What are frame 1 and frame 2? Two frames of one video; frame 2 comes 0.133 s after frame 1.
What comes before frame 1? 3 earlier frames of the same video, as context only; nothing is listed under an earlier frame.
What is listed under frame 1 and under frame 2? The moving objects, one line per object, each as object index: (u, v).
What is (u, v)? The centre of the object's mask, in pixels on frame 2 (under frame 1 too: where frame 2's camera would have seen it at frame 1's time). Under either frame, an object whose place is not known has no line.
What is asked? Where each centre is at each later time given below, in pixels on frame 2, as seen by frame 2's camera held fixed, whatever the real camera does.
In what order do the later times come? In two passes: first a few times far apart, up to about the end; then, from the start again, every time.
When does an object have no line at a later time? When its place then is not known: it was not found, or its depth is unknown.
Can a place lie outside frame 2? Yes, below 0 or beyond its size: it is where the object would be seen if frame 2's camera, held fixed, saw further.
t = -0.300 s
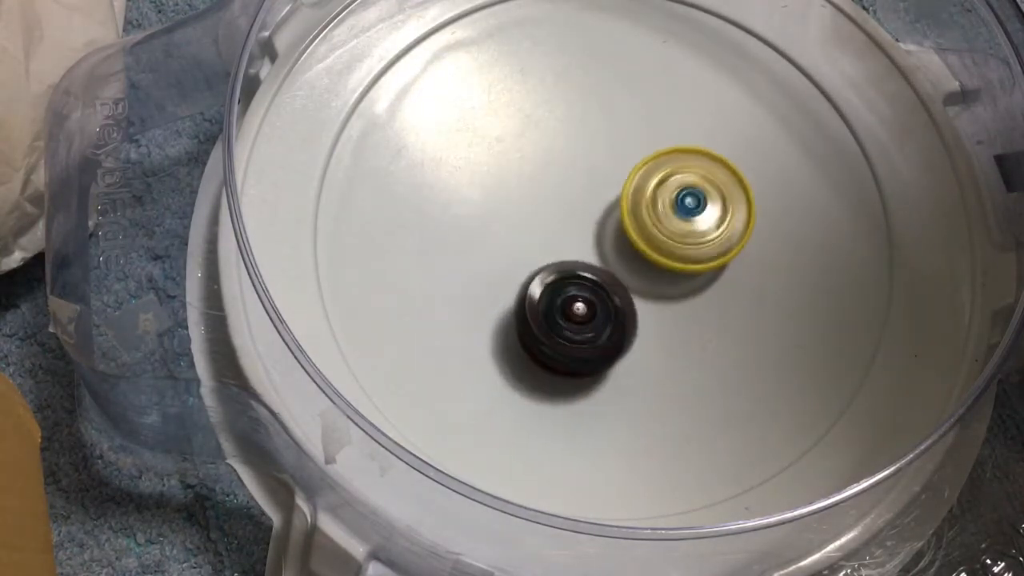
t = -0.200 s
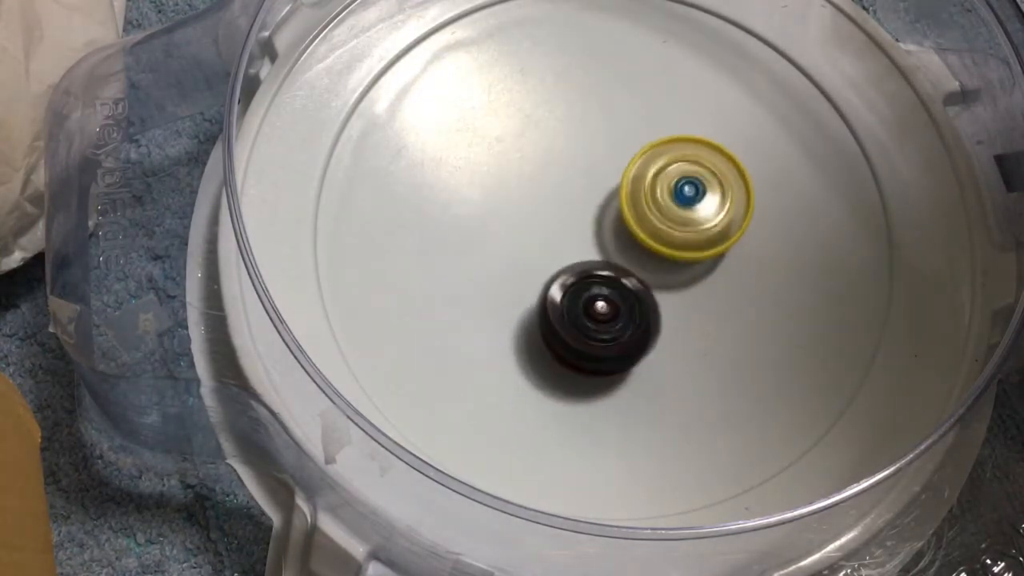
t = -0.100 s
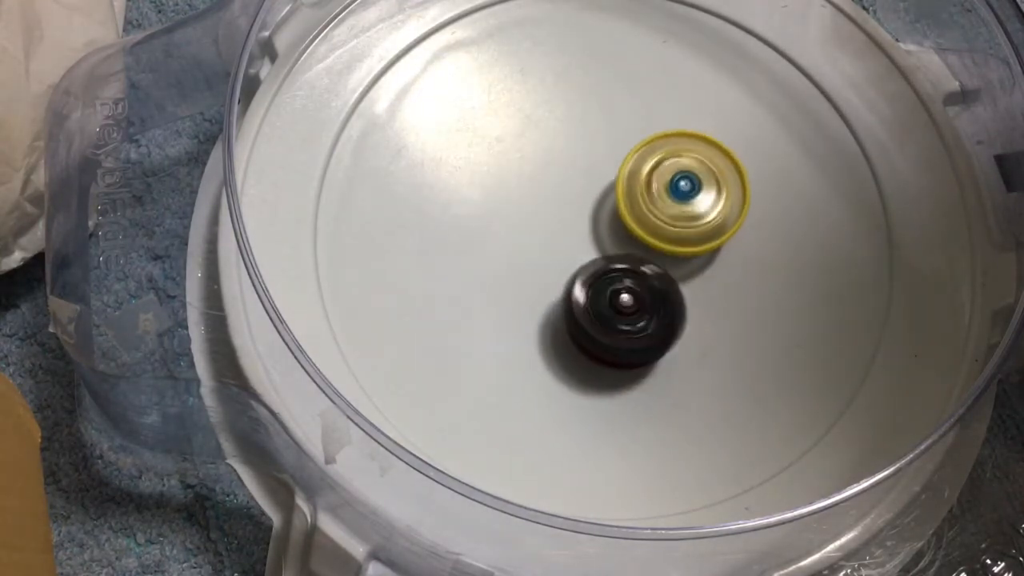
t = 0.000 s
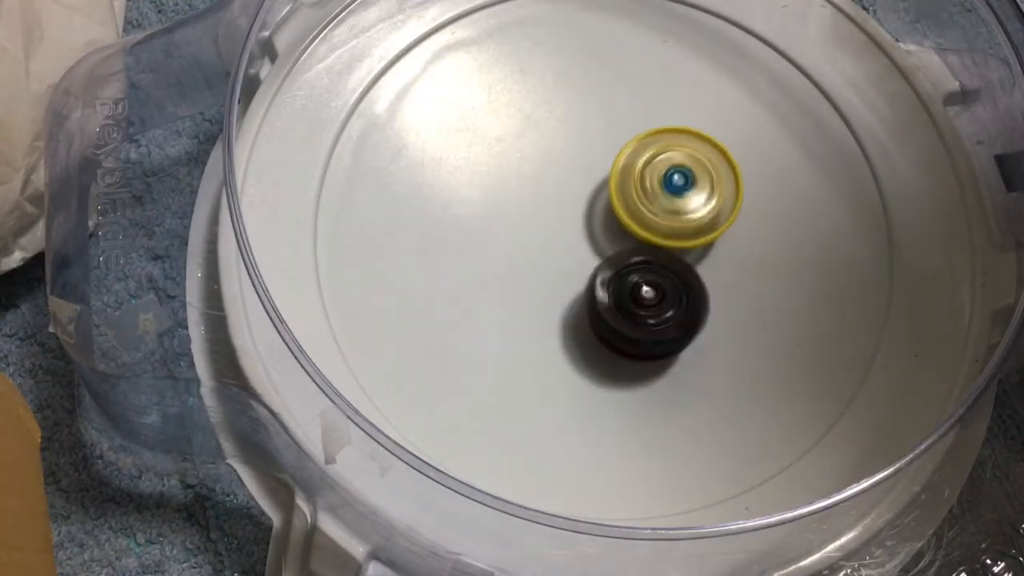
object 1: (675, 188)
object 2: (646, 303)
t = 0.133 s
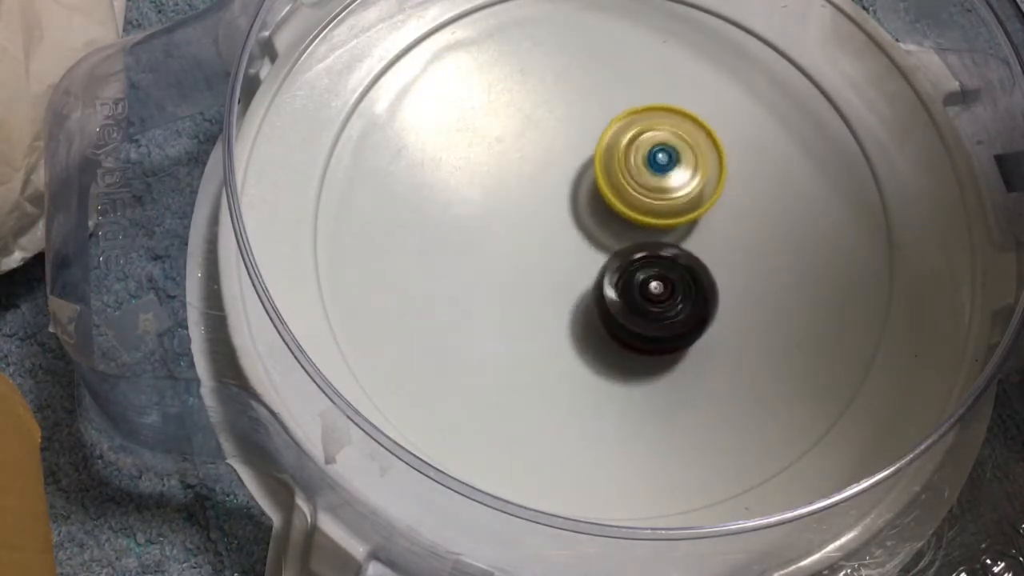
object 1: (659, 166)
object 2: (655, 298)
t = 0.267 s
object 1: (638, 149)
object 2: (667, 287)
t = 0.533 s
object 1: (600, 144)
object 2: (672, 246)
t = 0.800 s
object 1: (559, 151)
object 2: (664, 225)
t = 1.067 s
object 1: (528, 176)
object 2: (652, 225)
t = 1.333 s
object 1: (496, 195)
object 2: (663, 243)
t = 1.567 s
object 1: (514, 208)
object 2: (643, 238)
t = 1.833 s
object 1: (505, 219)
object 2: (670, 256)
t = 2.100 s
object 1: (523, 219)
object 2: (688, 253)
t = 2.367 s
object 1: (541, 216)
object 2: (698, 243)
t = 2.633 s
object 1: (549, 218)
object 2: (689, 230)
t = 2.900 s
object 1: (543, 220)
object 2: (687, 223)
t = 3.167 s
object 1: (524, 231)
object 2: (685, 222)
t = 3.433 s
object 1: (527, 235)
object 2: (665, 219)
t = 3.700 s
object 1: (513, 238)
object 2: (676, 221)
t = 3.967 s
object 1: (531, 235)
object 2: (663, 222)
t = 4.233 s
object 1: (541, 242)
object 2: (685, 215)
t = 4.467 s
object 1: (559, 246)
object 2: (683, 206)
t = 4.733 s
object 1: (561, 258)
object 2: (673, 194)
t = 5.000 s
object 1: (542, 276)
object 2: (660, 180)
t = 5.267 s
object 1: (534, 274)
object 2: (630, 177)
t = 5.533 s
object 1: (532, 284)
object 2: (628, 187)
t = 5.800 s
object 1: (531, 290)
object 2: (633, 195)
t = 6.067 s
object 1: (545, 282)
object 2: (640, 200)
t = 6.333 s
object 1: (555, 275)
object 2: (654, 195)
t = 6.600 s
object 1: (566, 271)
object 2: (660, 187)
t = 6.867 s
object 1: (561, 278)
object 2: (664, 173)
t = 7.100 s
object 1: (566, 272)
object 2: (646, 174)
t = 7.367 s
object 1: (564, 292)
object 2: (641, 171)
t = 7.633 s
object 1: (562, 296)
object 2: (630, 175)
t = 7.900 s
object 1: (569, 296)
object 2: (632, 178)
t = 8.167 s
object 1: (584, 287)
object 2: (634, 173)
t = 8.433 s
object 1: (594, 291)
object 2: (632, 166)
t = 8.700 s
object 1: (600, 291)
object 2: (626, 172)
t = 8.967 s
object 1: (598, 300)
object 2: (620, 175)
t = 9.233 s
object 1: (592, 306)
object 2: (619, 172)
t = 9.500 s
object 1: (589, 298)
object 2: (616, 166)
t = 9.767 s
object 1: (595, 288)
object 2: (614, 165)
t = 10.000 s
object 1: (603, 287)
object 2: (611, 165)
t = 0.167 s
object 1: (654, 165)
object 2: (658, 291)
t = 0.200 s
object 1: (650, 166)
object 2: (661, 284)
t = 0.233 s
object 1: (644, 156)
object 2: (665, 287)
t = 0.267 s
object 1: (638, 149)
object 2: (667, 287)
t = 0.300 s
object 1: (632, 146)
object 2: (667, 284)
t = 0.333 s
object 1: (625, 144)
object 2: (667, 279)
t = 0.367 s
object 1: (620, 144)
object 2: (668, 273)
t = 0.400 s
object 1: (616, 144)
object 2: (669, 266)
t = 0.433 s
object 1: (613, 145)
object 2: (669, 259)
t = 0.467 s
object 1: (610, 147)
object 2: (670, 253)
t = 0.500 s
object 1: (605, 146)
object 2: (672, 249)
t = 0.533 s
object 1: (600, 144)
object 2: (672, 246)
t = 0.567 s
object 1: (595, 144)
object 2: (671, 242)
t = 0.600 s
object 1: (589, 142)
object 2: (672, 241)
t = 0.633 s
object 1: (583, 142)
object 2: (671, 239)
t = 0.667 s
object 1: (577, 143)
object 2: (670, 236)
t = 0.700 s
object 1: (572, 145)
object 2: (667, 232)
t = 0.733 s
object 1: (568, 147)
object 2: (666, 229)
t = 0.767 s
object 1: (563, 148)
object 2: (666, 227)
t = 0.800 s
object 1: (559, 151)
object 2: (664, 225)
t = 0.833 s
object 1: (555, 154)
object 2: (663, 223)
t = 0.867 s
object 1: (549, 156)
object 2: (663, 223)
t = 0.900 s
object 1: (540, 156)
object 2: (666, 224)
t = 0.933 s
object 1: (534, 159)
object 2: (666, 226)
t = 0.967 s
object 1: (530, 163)
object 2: (663, 227)
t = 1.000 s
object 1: (528, 167)
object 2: (660, 226)
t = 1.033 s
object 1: (527, 171)
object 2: (656, 226)
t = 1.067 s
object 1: (528, 176)
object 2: (652, 225)
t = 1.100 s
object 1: (525, 179)
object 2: (651, 224)
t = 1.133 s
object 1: (512, 177)
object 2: (662, 229)
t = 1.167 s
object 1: (503, 179)
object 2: (669, 233)
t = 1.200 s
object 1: (498, 182)
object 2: (672, 237)
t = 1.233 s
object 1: (495, 186)
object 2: (672, 240)
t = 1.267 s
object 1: (494, 189)
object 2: (670, 242)
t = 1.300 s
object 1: (495, 192)
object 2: (667, 243)
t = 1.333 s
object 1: (496, 195)
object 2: (663, 243)
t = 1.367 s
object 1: (499, 197)
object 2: (660, 242)
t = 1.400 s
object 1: (501, 200)
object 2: (656, 241)
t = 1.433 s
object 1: (505, 202)
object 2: (653, 240)
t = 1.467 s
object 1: (508, 204)
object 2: (649, 239)
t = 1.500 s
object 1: (512, 206)
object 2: (644, 237)
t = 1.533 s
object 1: (514, 207)
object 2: (642, 237)
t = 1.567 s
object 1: (514, 208)
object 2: (643, 238)
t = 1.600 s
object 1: (514, 209)
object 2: (645, 240)
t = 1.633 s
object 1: (515, 211)
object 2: (645, 241)
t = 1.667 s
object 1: (515, 213)
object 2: (646, 243)
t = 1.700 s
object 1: (506, 212)
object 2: (656, 246)
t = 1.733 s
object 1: (502, 212)
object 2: (664, 249)
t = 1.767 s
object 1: (501, 215)
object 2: (667, 252)
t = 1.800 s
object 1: (502, 217)
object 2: (669, 255)
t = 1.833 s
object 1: (505, 219)
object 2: (670, 256)
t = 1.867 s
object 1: (509, 221)
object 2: (669, 256)
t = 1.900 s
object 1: (515, 221)
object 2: (668, 256)
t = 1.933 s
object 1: (521, 222)
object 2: (666, 254)
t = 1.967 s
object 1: (527, 222)
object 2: (665, 253)
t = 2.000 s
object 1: (533, 223)
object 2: (664, 251)
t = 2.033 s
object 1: (528, 221)
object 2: (674, 252)
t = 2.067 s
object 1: (524, 219)
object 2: (683, 253)
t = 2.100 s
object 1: (523, 219)
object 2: (688, 253)
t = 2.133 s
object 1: (524, 220)
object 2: (691, 254)
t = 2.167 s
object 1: (528, 221)
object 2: (692, 254)
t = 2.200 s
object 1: (533, 222)
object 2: (691, 253)
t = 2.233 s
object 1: (539, 222)
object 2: (689, 251)
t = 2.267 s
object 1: (545, 222)
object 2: (686, 249)
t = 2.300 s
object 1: (551, 222)
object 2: (683, 246)
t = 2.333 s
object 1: (549, 220)
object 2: (688, 244)
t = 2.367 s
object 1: (541, 216)
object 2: (698, 243)
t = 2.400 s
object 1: (537, 215)
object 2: (702, 243)
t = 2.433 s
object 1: (535, 215)
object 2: (704, 243)
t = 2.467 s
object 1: (536, 216)
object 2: (704, 242)
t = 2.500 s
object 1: (537, 217)
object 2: (702, 240)
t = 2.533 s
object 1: (539, 217)
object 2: (699, 238)
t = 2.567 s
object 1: (542, 218)
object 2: (696, 235)
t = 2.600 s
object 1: (545, 218)
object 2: (693, 233)
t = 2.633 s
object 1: (549, 218)
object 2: (689, 230)
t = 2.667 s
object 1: (553, 218)
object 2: (686, 227)
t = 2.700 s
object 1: (549, 217)
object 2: (690, 226)
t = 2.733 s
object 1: (546, 216)
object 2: (693, 226)
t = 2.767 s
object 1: (546, 217)
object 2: (693, 226)
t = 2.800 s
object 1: (547, 219)
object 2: (690, 226)
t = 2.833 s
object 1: (550, 220)
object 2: (685, 225)
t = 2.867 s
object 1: (548, 219)
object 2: (685, 224)
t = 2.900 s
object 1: (543, 220)
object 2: (687, 223)
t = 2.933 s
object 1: (542, 222)
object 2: (686, 223)
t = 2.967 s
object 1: (542, 224)
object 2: (683, 223)
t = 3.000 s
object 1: (544, 225)
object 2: (679, 223)
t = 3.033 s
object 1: (543, 226)
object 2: (677, 222)
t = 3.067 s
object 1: (533, 226)
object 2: (685, 221)
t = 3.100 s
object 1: (527, 228)
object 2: (688, 221)
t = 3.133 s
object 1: (525, 230)
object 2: (687, 222)
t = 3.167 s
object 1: (524, 231)
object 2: (685, 222)
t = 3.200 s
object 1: (525, 232)
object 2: (681, 222)
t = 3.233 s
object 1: (526, 233)
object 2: (677, 221)
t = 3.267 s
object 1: (528, 233)
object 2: (672, 221)
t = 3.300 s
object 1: (531, 233)
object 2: (668, 220)
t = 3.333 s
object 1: (532, 232)
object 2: (663, 219)
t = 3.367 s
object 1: (528, 233)
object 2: (666, 218)
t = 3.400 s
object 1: (526, 234)
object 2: (666, 218)
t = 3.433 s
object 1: (527, 235)
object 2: (665, 219)
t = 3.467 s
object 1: (530, 235)
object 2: (662, 220)
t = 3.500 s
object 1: (529, 235)
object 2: (661, 220)
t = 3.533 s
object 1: (527, 236)
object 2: (664, 220)
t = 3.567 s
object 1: (527, 237)
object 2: (664, 221)
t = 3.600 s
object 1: (529, 237)
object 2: (662, 222)
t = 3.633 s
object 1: (529, 237)
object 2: (661, 222)
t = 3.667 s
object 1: (519, 237)
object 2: (670, 221)
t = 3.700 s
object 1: (513, 238)
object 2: (676, 221)
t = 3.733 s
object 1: (511, 239)
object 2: (679, 222)
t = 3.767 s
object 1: (511, 240)
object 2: (680, 223)
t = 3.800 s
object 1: (512, 240)
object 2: (678, 224)
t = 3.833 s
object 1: (514, 239)
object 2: (676, 224)
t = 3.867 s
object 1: (517, 239)
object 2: (674, 224)
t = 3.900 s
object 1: (521, 238)
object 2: (671, 223)
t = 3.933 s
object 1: (526, 236)
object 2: (667, 222)
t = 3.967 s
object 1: (531, 235)
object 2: (663, 222)
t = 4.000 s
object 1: (531, 234)
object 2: (665, 221)
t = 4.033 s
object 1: (531, 234)
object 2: (669, 219)
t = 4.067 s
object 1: (534, 235)
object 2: (670, 218)
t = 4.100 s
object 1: (539, 235)
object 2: (669, 218)
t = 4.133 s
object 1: (537, 236)
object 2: (675, 216)
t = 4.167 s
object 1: (535, 238)
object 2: (682, 215)
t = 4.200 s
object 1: (537, 240)
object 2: (684, 215)
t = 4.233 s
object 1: (541, 242)
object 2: (685, 215)
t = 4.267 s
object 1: (547, 243)
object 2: (684, 214)
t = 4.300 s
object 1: (553, 243)
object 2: (681, 213)
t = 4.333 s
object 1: (554, 244)
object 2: (683, 211)
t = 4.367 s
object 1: (553, 245)
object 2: (685, 209)
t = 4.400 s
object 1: (555, 245)
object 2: (685, 209)
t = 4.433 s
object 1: (558, 246)
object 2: (684, 207)
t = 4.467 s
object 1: (559, 246)
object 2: (683, 206)
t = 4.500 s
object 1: (558, 248)
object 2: (684, 204)
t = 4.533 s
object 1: (558, 250)
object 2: (683, 203)
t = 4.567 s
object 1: (560, 251)
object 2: (681, 202)
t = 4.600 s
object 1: (561, 252)
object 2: (679, 200)
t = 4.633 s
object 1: (562, 253)
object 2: (677, 198)
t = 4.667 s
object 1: (560, 256)
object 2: (676, 196)
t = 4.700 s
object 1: (560, 257)
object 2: (675, 194)
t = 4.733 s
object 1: (561, 258)
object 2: (673, 194)
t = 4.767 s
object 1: (560, 259)
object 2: (669, 193)
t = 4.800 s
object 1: (558, 260)
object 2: (668, 191)
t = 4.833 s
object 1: (558, 261)
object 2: (664, 191)
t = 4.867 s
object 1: (557, 262)
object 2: (661, 190)
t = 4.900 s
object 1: (548, 268)
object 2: (664, 184)
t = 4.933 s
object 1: (544, 272)
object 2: (664, 181)
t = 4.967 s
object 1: (542, 275)
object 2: (663, 180)
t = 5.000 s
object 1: (542, 276)
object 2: (660, 180)
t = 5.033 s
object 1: (542, 275)
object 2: (655, 180)
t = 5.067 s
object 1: (542, 274)
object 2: (650, 180)
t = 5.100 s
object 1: (542, 272)
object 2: (643, 181)
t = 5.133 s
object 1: (542, 269)
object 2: (637, 182)
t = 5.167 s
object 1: (542, 268)
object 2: (631, 183)
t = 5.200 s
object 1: (536, 272)
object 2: (631, 179)
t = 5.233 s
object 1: (534, 274)
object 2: (631, 177)
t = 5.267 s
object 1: (534, 274)
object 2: (630, 177)
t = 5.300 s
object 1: (535, 273)
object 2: (628, 179)
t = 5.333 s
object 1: (536, 272)
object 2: (626, 182)
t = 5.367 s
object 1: (534, 273)
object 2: (625, 183)
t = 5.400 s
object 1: (528, 280)
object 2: (628, 180)
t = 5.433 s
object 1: (526, 284)
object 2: (630, 179)
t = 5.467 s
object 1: (527, 286)
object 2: (631, 180)
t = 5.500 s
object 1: (529, 286)
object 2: (630, 183)
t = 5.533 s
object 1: (532, 284)
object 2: (628, 187)
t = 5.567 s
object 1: (534, 281)
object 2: (625, 191)
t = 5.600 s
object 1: (534, 281)
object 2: (623, 194)
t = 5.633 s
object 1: (531, 285)
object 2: (626, 191)
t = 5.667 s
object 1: (532, 286)
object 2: (627, 191)
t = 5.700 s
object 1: (534, 286)
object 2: (628, 193)
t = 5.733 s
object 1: (536, 285)
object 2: (628, 196)
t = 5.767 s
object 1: (537, 284)
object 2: (627, 199)
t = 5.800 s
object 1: (531, 290)
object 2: (633, 195)
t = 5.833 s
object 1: (529, 293)
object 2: (638, 194)
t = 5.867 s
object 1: (530, 295)
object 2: (641, 194)
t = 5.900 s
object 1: (533, 295)
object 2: (643, 196)
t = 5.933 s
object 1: (535, 293)
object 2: (643, 197)
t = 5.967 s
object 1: (538, 291)
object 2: (642, 199)
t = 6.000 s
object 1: (540, 287)
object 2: (641, 200)
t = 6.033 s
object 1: (544, 284)
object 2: (640, 201)
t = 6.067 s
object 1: (545, 282)
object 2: (640, 200)
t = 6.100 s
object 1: (539, 287)
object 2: (647, 195)
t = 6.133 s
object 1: (538, 289)
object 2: (652, 192)
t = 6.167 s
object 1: (539, 289)
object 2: (656, 191)
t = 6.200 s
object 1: (542, 288)
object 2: (657, 192)
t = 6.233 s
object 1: (544, 285)
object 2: (658, 192)
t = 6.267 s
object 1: (548, 282)
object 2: (657, 193)
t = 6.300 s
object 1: (551, 279)
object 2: (656, 194)
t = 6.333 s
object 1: (555, 275)
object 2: (654, 195)
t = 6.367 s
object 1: (557, 273)
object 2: (654, 193)
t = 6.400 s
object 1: (557, 272)
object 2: (655, 192)
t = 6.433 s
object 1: (559, 271)
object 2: (656, 192)
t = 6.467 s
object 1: (559, 271)
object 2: (657, 190)
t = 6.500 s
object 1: (560, 272)
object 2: (659, 189)
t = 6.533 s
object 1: (563, 272)
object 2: (660, 189)
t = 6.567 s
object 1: (565, 271)
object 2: (659, 189)
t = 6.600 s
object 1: (566, 271)
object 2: (660, 187)
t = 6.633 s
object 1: (568, 271)
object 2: (660, 186)
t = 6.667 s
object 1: (568, 271)
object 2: (659, 185)
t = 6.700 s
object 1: (561, 276)
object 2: (665, 179)
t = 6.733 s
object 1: (559, 279)
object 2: (668, 176)
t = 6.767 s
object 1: (559, 281)
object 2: (669, 174)
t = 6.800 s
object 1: (560, 281)
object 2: (669, 173)
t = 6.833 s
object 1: (561, 280)
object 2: (667, 173)
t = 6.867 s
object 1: (561, 278)
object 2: (664, 173)
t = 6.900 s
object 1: (562, 277)
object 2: (661, 173)
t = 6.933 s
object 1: (563, 275)
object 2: (658, 173)
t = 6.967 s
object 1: (565, 272)
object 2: (655, 175)
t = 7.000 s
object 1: (567, 269)
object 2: (651, 176)
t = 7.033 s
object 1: (566, 268)
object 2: (648, 176)
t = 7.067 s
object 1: (565, 269)
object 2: (647, 176)
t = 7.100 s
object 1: (566, 272)
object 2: (646, 174)
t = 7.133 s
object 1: (566, 275)
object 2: (646, 173)
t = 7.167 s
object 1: (569, 276)
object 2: (645, 175)
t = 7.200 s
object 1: (571, 276)
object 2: (643, 177)
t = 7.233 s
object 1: (568, 282)
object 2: (643, 172)
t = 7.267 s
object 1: (564, 287)
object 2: (644, 168)
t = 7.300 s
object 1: (563, 289)
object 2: (644, 168)
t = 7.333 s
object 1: (563, 291)
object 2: (643, 169)
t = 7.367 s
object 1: (564, 292)
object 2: (641, 171)
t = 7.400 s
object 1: (565, 290)
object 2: (639, 173)
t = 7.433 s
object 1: (565, 288)
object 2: (636, 175)
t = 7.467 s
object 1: (565, 286)
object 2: (632, 178)
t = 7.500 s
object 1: (565, 285)
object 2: (629, 181)
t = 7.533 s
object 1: (562, 292)
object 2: (629, 176)
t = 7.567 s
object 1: (560, 295)
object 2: (630, 173)
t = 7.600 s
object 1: (561, 296)
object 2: (630, 173)
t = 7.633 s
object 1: (562, 296)
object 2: (630, 175)
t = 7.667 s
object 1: (562, 295)
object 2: (629, 177)
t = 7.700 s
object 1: (564, 293)
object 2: (627, 181)
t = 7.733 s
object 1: (565, 290)
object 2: (625, 183)
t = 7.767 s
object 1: (563, 295)
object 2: (627, 180)
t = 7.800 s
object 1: (562, 297)
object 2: (630, 176)
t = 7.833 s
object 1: (563, 298)
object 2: (631, 175)
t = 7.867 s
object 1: (566, 298)
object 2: (632, 176)
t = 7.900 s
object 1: (569, 296)
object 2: (632, 178)
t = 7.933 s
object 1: (572, 292)
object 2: (631, 179)
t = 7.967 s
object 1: (573, 289)
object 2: (630, 181)
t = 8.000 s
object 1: (573, 294)
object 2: (632, 176)
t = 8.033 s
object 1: (575, 294)
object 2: (633, 172)
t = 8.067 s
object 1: (576, 294)
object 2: (634, 171)
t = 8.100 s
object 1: (580, 293)
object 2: (635, 171)
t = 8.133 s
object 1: (582, 290)
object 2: (634, 171)
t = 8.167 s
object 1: (584, 287)
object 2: (634, 173)
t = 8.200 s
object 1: (585, 286)
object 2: (632, 173)
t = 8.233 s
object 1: (583, 292)
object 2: (634, 167)
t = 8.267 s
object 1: (583, 295)
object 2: (636, 163)
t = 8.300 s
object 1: (586, 297)
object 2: (636, 162)
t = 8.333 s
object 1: (589, 296)
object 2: (636, 162)
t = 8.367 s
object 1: (590, 295)
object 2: (636, 163)
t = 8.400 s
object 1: (591, 293)
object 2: (634, 165)
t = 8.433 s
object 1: (594, 291)
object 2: (632, 166)
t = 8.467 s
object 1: (596, 287)
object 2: (631, 168)
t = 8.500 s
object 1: (596, 286)
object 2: (629, 169)
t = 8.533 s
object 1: (595, 289)
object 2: (628, 168)
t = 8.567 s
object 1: (597, 290)
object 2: (628, 168)
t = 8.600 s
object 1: (598, 290)
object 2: (627, 169)
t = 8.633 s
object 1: (599, 289)
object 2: (627, 171)
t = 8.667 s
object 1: (600, 291)
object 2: (626, 172)
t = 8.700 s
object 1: (600, 291)
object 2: (626, 172)
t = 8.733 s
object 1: (600, 292)
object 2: (625, 173)
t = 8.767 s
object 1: (600, 298)
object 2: (625, 171)
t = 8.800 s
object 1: (601, 299)
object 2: (624, 170)
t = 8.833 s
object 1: (601, 299)
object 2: (624, 170)
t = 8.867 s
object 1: (600, 299)
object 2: (624, 172)
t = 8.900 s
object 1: (600, 298)
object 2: (623, 174)
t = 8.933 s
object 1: (600, 296)
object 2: (621, 176)
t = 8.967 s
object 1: (598, 300)
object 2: (620, 175)
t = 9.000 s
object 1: (596, 301)
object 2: (619, 174)
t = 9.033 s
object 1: (597, 302)
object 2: (619, 175)
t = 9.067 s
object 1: (598, 301)
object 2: (619, 178)
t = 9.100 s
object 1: (596, 301)
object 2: (618, 178)
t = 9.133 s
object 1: (593, 307)
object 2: (618, 172)
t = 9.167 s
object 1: (593, 309)
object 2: (619, 170)
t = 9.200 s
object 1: (593, 308)
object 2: (619, 171)
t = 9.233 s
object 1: (592, 306)
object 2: (619, 172)
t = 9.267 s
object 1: (590, 304)
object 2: (618, 174)
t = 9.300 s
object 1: (590, 300)
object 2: (617, 176)
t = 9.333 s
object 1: (589, 296)
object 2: (616, 178)
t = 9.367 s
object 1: (587, 301)
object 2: (615, 173)
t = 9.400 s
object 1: (586, 304)
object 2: (616, 168)
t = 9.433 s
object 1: (586, 303)
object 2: (616, 166)
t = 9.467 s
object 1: (588, 302)
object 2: (617, 166)
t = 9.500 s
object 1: (589, 298)
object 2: (616, 166)
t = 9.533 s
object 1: (589, 293)
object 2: (615, 168)
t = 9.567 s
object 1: (590, 290)
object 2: (614, 169)
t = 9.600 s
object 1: (589, 290)
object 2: (613, 168)
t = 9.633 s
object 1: (590, 293)
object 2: (614, 163)
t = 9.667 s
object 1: (590, 292)
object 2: (614, 162)
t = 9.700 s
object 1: (592, 292)
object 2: (614, 162)
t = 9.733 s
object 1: (595, 289)
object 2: (615, 164)
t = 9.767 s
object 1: (595, 288)
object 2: (614, 165)
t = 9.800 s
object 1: (595, 292)
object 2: (614, 160)
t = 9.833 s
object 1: (597, 293)
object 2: (614, 159)
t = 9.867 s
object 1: (598, 292)
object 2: (614, 159)
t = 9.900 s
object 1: (600, 292)
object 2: (614, 160)
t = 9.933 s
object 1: (602, 290)
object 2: (614, 162)
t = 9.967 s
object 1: (602, 287)
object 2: (612, 165)
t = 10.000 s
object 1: (603, 287)
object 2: (611, 165)
